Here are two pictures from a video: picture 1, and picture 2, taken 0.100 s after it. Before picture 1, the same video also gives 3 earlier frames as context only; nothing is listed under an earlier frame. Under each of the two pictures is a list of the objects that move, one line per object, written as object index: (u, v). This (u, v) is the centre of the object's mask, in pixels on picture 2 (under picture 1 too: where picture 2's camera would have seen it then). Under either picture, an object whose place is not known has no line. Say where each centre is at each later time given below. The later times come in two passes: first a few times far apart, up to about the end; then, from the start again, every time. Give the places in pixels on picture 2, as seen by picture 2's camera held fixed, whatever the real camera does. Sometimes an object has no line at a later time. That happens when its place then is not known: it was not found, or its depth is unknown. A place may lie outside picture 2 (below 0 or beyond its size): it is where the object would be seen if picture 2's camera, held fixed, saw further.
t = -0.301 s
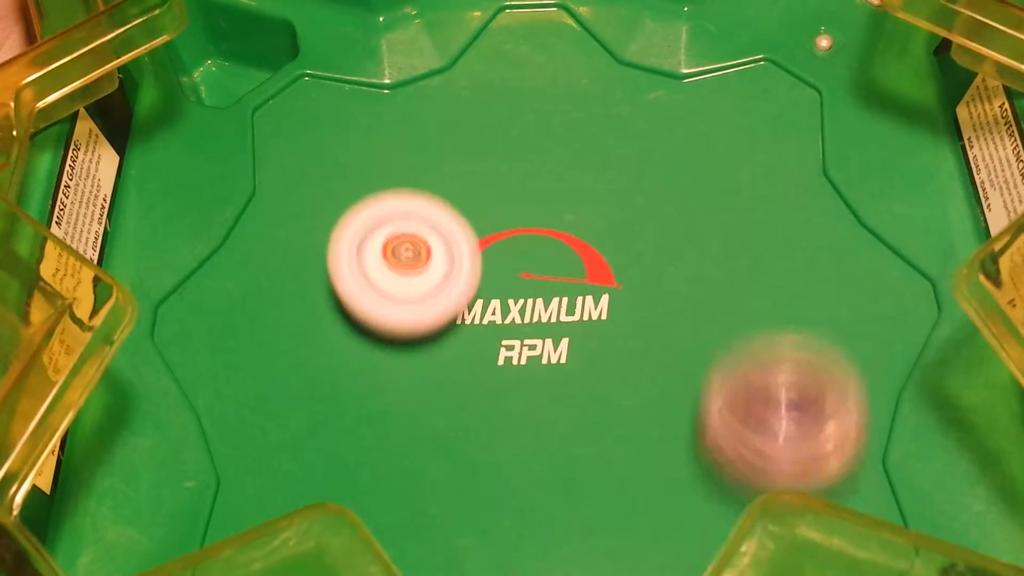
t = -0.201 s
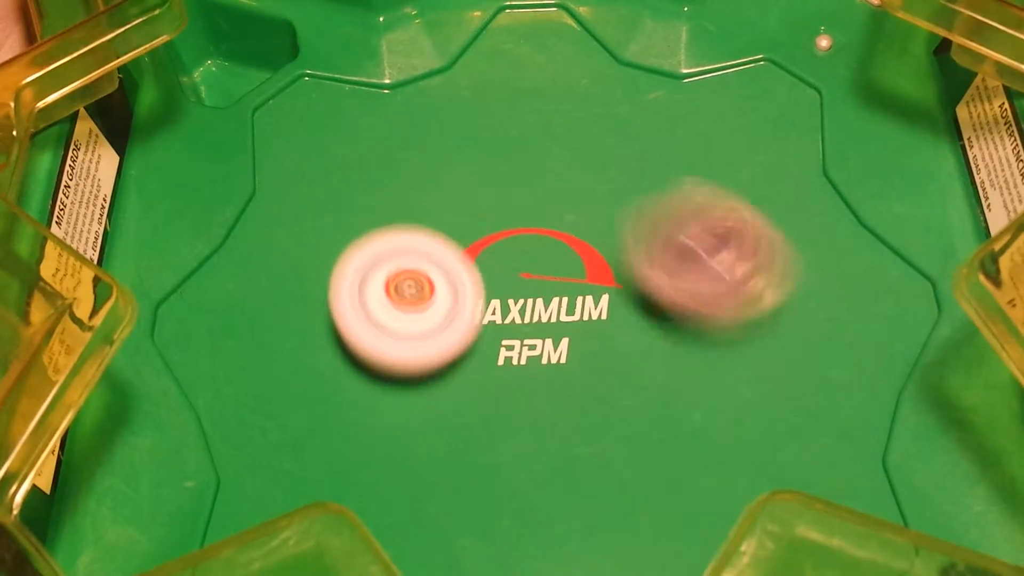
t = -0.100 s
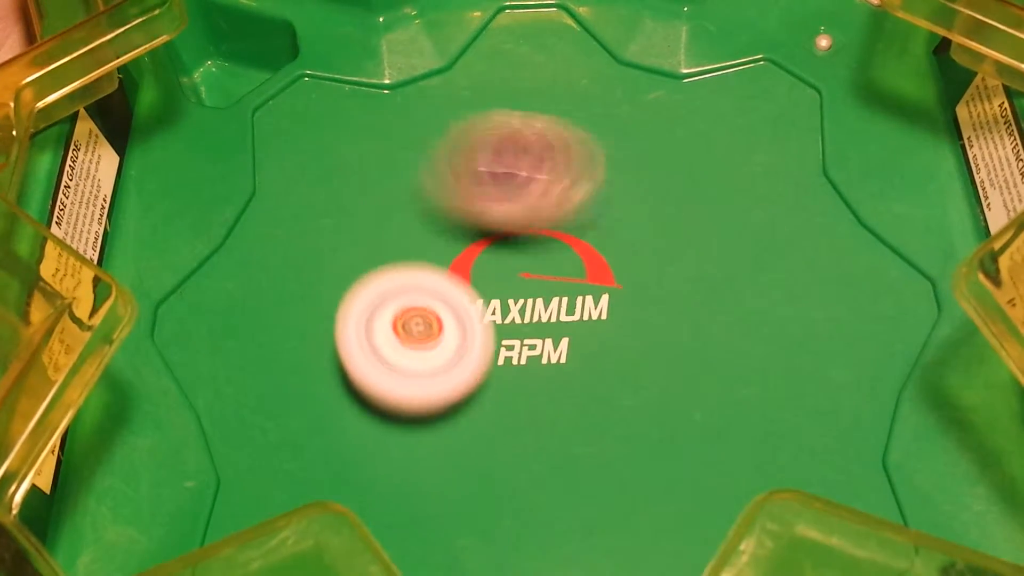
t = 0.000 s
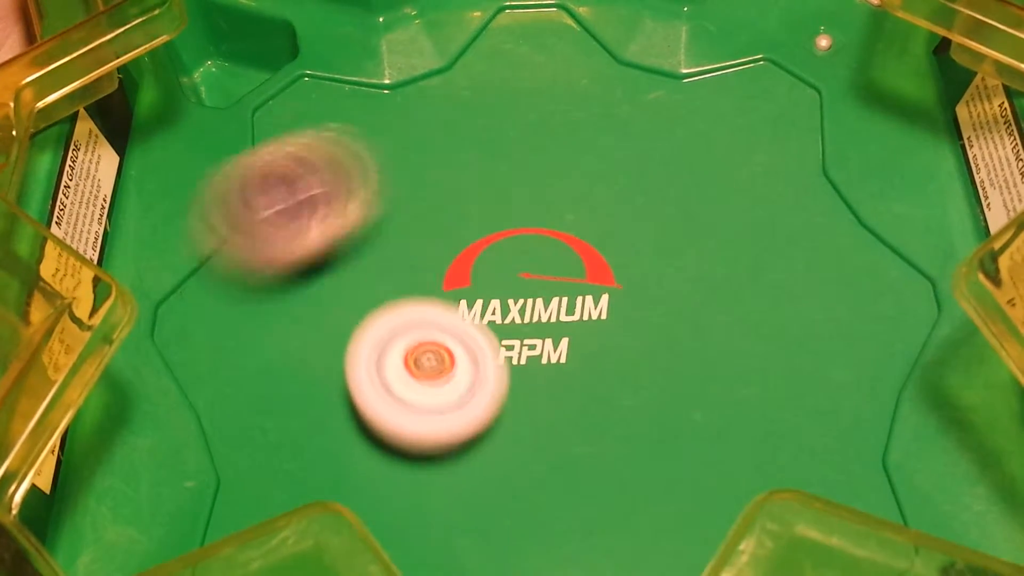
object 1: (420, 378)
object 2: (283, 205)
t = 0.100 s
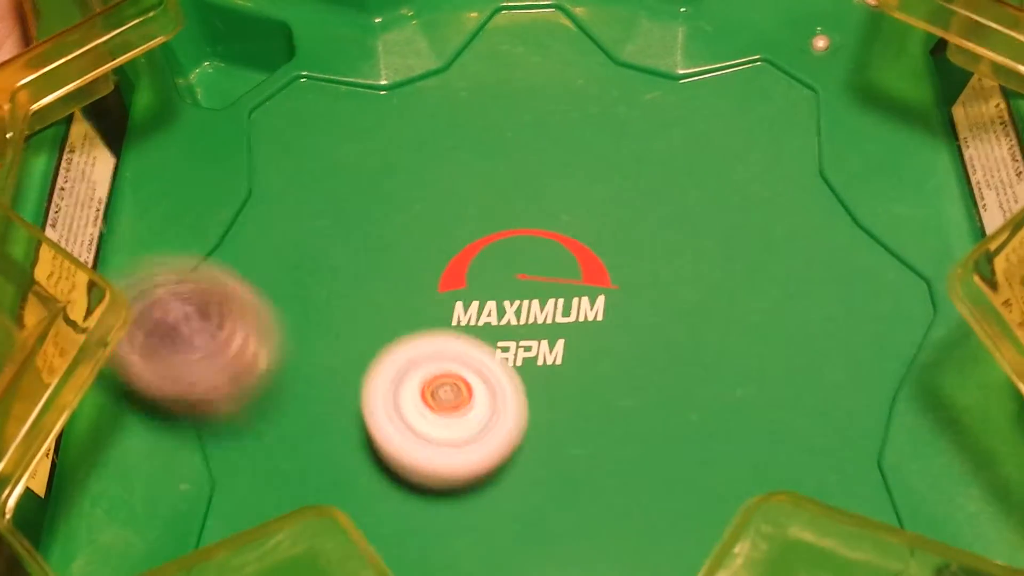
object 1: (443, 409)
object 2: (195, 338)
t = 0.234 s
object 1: (556, 423)
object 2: (252, 487)
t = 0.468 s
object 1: (771, 426)
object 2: (438, 405)
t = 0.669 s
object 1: (853, 429)
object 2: (379, 338)
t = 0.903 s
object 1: (818, 382)
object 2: (385, 331)
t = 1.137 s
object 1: (725, 304)
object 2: (472, 259)
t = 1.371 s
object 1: (636, 235)
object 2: (448, 191)
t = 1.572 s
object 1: (591, 227)
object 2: (325, 309)
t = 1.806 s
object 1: (498, 225)
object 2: (626, 343)
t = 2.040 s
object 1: (422, 256)
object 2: (565, 123)
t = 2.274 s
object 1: (370, 367)
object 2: (374, 214)
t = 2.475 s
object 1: (391, 507)
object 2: (444, 196)
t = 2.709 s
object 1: (482, 538)
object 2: (518, 179)
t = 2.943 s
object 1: (637, 499)
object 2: (601, 214)
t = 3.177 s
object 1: (748, 395)
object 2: (660, 270)
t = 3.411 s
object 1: (831, 356)
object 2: (430, 258)
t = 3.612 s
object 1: (742, 274)
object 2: (420, 470)
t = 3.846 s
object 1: (592, 218)
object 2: (655, 339)
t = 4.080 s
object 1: (386, 151)
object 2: (650, 264)
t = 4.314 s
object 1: (275, 207)
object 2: (530, 336)
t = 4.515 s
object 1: (265, 316)
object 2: (534, 430)
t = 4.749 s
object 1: (385, 438)
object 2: (569, 400)
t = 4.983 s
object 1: (637, 479)
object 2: (507, 296)
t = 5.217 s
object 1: (813, 414)
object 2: (419, 291)
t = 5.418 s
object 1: (832, 336)
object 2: (454, 327)
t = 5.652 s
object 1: (744, 252)
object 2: (573, 316)
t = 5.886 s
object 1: (603, 205)
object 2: (559, 329)
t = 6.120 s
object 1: (384, 226)
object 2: (539, 355)
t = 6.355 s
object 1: (281, 285)
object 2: (525, 352)
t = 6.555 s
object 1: (305, 368)
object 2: (505, 333)
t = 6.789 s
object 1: (460, 438)
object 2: (504, 282)
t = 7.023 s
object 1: (675, 411)
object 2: (509, 235)
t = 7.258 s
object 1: (744, 316)
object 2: (526, 260)
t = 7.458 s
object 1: (691, 241)
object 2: (561, 303)
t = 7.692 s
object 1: (539, 213)
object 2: (614, 346)
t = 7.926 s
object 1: (374, 262)
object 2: (600, 346)
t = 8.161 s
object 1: (348, 361)
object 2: (516, 342)
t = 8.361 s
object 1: (387, 435)
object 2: (517, 332)
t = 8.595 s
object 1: (525, 429)
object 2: (558, 274)
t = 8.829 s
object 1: (651, 329)
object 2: (539, 252)
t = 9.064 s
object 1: (630, 233)
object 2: (509, 298)
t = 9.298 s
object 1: (524, 228)
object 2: (546, 371)
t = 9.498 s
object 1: (442, 295)
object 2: (588, 364)
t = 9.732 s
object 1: (456, 397)
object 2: (567, 314)
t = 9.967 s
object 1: (544, 405)
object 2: (527, 270)
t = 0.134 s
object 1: (448, 418)
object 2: (236, 377)
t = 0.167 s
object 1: (457, 426)
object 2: (277, 422)
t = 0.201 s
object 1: (498, 427)
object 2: (274, 460)
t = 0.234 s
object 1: (556, 423)
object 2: (252, 487)
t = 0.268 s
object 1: (603, 418)
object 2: (242, 516)
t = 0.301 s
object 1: (640, 413)
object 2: (307, 495)
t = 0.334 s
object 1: (673, 414)
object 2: (346, 477)
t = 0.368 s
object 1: (699, 417)
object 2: (377, 460)
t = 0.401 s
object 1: (725, 421)
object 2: (406, 440)
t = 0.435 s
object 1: (748, 424)
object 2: (427, 420)
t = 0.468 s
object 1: (771, 426)
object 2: (438, 405)
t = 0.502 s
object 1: (791, 429)
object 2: (439, 391)
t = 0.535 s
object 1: (809, 430)
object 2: (431, 375)
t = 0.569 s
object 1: (824, 431)
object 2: (417, 362)
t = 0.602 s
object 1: (837, 432)
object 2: (402, 350)
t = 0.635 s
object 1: (846, 431)
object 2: (389, 344)
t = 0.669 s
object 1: (853, 429)
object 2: (379, 338)
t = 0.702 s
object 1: (857, 426)
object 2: (370, 334)
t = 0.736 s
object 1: (856, 421)
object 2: (364, 333)
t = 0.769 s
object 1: (852, 415)
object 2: (362, 333)
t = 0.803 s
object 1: (845, 408)
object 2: (362, 333)
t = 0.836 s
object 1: (838, 400)
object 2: (367, 333)
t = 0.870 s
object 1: (829, 392)
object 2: (374, 331)
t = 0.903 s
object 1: (818, 382)
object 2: (385, 331)
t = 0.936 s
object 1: (807, 372)
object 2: (397, 326)
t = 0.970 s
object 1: (796, 361)
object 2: (413, 318)
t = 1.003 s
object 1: (784, 350)
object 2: (428, 308)
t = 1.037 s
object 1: (770, 339)
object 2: (440, 298)
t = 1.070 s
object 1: (756, 327)
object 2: (452, 285)
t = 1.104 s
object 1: (741, 316)
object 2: (461, 272)
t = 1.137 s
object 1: (725, 304)
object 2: (472, 259)
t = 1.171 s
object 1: (708, 293)
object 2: (478, 245)
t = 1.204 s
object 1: (693, 282)
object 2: (480, 232)
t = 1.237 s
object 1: (675, 271)
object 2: (483, 221)
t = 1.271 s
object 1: (658, 261)
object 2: (481, 214)
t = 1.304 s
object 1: (640, 250)
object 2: (480, 209)
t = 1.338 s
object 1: (625, 241)
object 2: (477, 201)
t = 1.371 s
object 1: (636, 235)
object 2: (448, 191)
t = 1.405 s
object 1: (641, 232)
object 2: (416, 189)
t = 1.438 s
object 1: (639, 232)
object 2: (384, 197)
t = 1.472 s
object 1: (630, 232)
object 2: (354, 215)
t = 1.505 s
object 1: (619, 231)
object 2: (331, 242)
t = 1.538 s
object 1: (605, 230)
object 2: (322, 274)
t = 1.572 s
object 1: (591, 227)
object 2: (325, 309)
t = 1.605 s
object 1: (577, 224)
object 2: (346, 345)
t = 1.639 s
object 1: (564, 223)
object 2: (384, 376)
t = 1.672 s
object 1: (550, 222)
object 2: (429, 395)
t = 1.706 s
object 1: (538, 222)
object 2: (481, 402)
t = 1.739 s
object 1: (524, 222)
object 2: (534, 394)
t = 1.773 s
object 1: (511, 223)
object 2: (586, 376)
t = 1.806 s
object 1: (498, 225)
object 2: (626, 343)
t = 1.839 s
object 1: (485, 227)
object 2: (651, 309)
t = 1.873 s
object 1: (474, 230)
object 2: (665, 268)
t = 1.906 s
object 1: (463, 233)
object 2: (665, 229)
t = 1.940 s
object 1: (453, 238)
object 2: (654, 193)
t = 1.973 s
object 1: (442, 244)
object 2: (631, 161)
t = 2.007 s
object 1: (432, 250)
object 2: (601, 138)
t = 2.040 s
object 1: (422, 256)
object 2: (565, 123)
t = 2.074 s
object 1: (414, 263)
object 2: (523, 123)
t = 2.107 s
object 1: (406, 270)
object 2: (485, 133)
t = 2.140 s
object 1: (397, 284)
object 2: (451, 148)
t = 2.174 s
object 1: (390, 310)
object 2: (417, 159)
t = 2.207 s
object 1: (383, 333)
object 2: (394, 171)
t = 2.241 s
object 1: (377, 351)
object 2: (379, 190)
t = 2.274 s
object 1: (370, 367)
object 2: (374, 214)
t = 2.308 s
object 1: (366, 396)
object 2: (379, 236)
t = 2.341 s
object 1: (367, 435)
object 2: (390, 232)
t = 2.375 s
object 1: (371, 462)
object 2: (405, 222)
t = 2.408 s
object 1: (377, 482)
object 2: (418, 213)
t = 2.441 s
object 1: (383, 496)
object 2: (431, 204)
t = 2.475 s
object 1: (391, 507)
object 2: (444, 196)
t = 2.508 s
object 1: (401, 518)
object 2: (455, 188)
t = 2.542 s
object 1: (412, 528)
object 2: (464, 184)
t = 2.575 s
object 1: (421, 535)
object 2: (475, 179)
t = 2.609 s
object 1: (430, 540)
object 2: (485, 176)
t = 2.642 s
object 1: (445, 542)
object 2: (495, 176)
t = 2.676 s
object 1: (462, 541)
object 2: (506, 176)
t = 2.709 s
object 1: (482, 538)
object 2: (518, 179)
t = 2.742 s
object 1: (504, 535)
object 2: (531, 181)
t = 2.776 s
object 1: (526, 530)
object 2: (544, 187)
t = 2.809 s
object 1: (549, 525)
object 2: (555, 191)
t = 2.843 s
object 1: (572, 520)
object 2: (568, 198)
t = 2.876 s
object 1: (594, 514)
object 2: (579, 203)
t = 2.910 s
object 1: (615, 507)
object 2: (591, 208)
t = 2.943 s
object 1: (637, 499)
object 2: (601, 214)
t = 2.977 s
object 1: (657, 488)
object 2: (613, 222)
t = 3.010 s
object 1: (676, 474)
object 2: (621, 230)
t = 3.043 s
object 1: (694, 460)
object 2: (632, 236)
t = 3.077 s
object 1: (711, 445)
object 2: (641, 246)
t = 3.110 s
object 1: (726, 429)
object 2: (648, 254)
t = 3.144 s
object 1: (738, 413)
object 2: (654, 263)
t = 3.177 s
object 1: (748, 395)
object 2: (660, 270)
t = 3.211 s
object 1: (765, 384)
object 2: (661, 273)
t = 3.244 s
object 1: (800, 388)
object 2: (629, 253)
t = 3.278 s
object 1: (828, 394)
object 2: (594, 239)
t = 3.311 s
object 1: (841, 390)
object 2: (555, 229)
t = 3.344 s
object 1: (844, 383)
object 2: (515, 228)
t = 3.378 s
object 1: (839, 371)
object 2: (469, 238)
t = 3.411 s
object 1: (831, 356)
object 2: (430, 258)
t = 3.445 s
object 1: (821, 342)
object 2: (395, 285)
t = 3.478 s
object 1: (807, 327)
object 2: (369, 319)
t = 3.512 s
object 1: (793, 313)
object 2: (357, 359)
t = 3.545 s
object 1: (777, 300)
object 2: (363, 402)
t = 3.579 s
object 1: (760, 286)
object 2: (385, 439)
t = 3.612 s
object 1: (742, 274)
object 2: (420, 470)
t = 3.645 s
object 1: (723, 263)
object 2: (465, 486)
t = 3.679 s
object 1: (702, 253)
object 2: (514, 487)
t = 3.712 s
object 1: (682, 243)
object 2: (563, 474)
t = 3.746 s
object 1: (661, 235)
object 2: (604, 447)
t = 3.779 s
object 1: (639, 228)
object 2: (633, 413)
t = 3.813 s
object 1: (616, 223)
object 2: (649, 376)
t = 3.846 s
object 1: (592, 218)
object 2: (655, 339)
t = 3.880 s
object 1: (559, 205)
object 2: (662, 309)
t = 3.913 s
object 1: (522, 185)
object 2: (677, 300)
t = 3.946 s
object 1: (486, 167)
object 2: (681, 290)
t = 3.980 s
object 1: (456, 157)
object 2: (679, 279)
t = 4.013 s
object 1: (431, 152)
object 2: (673, 273)
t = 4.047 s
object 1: (408, 150)
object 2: (664, 268)
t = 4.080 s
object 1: (386, 151)
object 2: (650, 264)
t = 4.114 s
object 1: (366, 155)
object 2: (635, 263)
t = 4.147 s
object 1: (347, 159)
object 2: (618, 267)
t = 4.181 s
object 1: (329, 165)
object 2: (600, 274)
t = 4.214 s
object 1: (313, 173)
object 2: (581, 285)
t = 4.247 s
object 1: (298, 182)
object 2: (559, 301)
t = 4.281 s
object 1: (286, 194)
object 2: (542, 318)
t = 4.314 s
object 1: (275, 207)
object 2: (530, 336)
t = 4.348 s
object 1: (267, 223)
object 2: (522, 356)
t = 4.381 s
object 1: (262, 239)
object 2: (517, 377)
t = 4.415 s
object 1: (259, 257)
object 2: (518, 393)
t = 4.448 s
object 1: (258, 276)
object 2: (521, 407)
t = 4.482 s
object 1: (260, 296)
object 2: (527, 421)
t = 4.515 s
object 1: (265, 316)
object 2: (534, 430)
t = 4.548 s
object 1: (273, 336)
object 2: (541, 434)
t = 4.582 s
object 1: (284, 356)
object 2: (548, 432)
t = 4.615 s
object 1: (298, 375)
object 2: (555, 432)
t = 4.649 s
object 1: (315, 393)
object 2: (560, 427)
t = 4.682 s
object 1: (335, 410)
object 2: (565, 420)
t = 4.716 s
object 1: (358, 425)
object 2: (568, 411)
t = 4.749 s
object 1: (385, 438)
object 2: (569, 400)
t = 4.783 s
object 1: (416, 449)
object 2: (567, 389)
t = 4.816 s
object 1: (449, 461)
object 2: (562, 376)
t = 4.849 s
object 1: (485, 471)
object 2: (558, 358)
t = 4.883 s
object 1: (522, 478)
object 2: (550, 342)
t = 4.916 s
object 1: (559, 483)
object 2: (539, 327)
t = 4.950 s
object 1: (599, 482)
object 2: (524, 310)
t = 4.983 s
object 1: (637, 479)
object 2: (507, 296)
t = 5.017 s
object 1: (672, 473)
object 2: (489, 285)
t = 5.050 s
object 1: (704, 462)
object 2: (470, 281)
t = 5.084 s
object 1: (734, 452)
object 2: (454, 277)
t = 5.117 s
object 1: (762, 442)
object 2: (442, 277)
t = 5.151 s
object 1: (785, 434)
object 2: (432, 280)
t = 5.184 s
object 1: (802, 425)
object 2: (425, 286)
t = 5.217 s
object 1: (813, 414)
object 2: (419, 291)
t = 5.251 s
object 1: (821, 403)
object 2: (419, 296)
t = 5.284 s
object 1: (827, 391)
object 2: (421, 303)
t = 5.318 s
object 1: (832, 378)
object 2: (426, 310)
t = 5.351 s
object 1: (834, 364)
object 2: (433, 315)
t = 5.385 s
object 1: (834, 349)
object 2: (443, 321)
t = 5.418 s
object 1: (832, 336)
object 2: (454, 327)
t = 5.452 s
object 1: (826, 321)
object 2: (470, 330)
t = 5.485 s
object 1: (818, 308)
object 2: (489, 332)
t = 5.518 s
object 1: (807, 295)
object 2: (505, 333)
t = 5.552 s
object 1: (795, 283)
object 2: (520, 332)
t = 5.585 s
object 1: (779, 271)
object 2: (540, 329)
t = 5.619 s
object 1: (762, 261)
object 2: (556, 324)
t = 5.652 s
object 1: (744, 252)
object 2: (573, 316)
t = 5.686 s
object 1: (726, 245)
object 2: (586, 306)
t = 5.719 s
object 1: (712, 232)
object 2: (586, 304)
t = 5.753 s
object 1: (698, 218)
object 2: (580, 306)
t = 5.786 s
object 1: (679, 212)
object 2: (572, 310)
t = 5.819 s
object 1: (657, 208)
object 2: (567, 313)
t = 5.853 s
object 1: (630, 206)
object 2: (562, 320)
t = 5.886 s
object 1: (603, 205)
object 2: (559, 329)
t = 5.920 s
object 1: (574, 205)
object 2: (554, 335)
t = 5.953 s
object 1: (542, 206)
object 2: (549, 341)
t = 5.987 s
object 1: (509, 209)
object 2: (546, 344)
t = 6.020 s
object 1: (475, 213)
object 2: (544, 347)
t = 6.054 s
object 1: (442, 217)
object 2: (543, 352)
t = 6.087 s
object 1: (411, 221)
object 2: (540, 354)
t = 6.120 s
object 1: (384, 226)
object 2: (539, 355)
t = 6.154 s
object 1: (359, 231)
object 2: (539, 357)
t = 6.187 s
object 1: (336, 238)
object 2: (535, 359)
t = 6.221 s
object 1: (319, 247)
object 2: (534, 358)
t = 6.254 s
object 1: (307, 255)
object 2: (533, 356)
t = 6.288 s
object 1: (296, 263)
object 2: (532, 356)
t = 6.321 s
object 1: (287, 273)
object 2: (527, 354)
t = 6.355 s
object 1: (281, 285)
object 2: (525, 352)
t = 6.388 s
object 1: (277, 298)
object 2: (523, 350)
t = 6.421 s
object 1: (276, 312)
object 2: (520, 348)
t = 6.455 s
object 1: (279, 326)
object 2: (516, 342)
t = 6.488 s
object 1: (285, 339)
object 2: (513, 337)
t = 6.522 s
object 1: (294, 354)
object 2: (510, 335)
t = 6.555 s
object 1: (305, 368)
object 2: (505, 333)
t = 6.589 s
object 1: (319, 381)
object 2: (501, 329)
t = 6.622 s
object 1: (335, 391)
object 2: (497, 331)
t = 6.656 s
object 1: (355, 400)
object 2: (491, 328)
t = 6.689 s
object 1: (378, 410)
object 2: (492, 319)
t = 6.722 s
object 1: (402, 423)
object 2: (498, 306)
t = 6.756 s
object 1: (430, 432)
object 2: (502, 293)
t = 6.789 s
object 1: (460, 438)
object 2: (504, 282)
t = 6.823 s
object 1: (492, 442)
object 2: (506, 268)
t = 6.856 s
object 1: (526, 443)
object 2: (508, 259)
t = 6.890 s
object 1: (560, 441)
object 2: (510, 249)
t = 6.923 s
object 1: (592, 437)
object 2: (509, 243)
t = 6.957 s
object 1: (623, 431)
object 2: (509, 238)
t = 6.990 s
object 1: (650, 422)
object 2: (510, 235)
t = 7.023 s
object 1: (675, 411)
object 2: (509, 235)
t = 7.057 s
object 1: (696, 399)
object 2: (510, 235)
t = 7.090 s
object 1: (713, 385)
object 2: (511, 236)
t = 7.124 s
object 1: (726, 371)
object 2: (515, 237)
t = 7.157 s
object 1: (734, 359)
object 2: (520, 241)
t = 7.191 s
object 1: (740, 346)
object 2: (523, 243)
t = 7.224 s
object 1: (743, 330)
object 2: (523, 250)
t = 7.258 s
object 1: (744, 316)
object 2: (526, 260)
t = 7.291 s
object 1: (741, 303)
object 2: (535, 267)
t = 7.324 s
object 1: (734, 287)
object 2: (542, 275)
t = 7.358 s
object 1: (727, 275)
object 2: (549, 281)
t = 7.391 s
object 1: (716, 263)
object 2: (555, 289)
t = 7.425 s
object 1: (704, 251)
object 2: (557, 298)
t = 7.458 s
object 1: (691, 241)
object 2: (561, 303)
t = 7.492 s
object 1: (677, 230)
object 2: (570, 312)
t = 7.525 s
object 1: (658, 222)
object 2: (579, 325)
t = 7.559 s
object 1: (637, 215)
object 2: (590, 333)
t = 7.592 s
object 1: (615, 210)
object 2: (598, 338)
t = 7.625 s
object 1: (589, 211)
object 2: (604, 344)
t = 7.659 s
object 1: (565, 211)
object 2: (610, 342)
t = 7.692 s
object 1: (539, 213)
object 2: (614, 346)
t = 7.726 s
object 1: (510, 216)
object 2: (615, 350)
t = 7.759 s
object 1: (480, 220)
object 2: (617, 350)
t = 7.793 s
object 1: (454, 226)
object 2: (619, 348)
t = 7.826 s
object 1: (429, 232)
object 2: (618, 349)
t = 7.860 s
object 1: (408, 241)
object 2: (613, 349)
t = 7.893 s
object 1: (390, 251)
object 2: (606, 347)
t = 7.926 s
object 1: (374, 262)
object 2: (600, 346)
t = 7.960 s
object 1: (362, 274)
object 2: (592, 345)
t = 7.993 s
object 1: (352, 287)
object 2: (582, 345)
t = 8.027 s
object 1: (347, 300)
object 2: (572, 343)
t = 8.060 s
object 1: (344, 316)
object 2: (558, 340)
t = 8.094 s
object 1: (342, 331)
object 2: (546, 338)
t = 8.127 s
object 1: (343, 346)
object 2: (530, 340)
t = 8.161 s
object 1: (348, 361)
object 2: (516, 342)
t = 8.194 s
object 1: (355, 374)
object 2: (503, 342)
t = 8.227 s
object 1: (358, 390)
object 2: (501, 345)
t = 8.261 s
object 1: (361, 400)
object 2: (500, 345)
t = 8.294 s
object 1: (372, 410)
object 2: (502, 343)
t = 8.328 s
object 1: (381, 422)
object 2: (505, 340)
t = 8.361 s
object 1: (387, 435)
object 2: (517, 332)
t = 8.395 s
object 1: (399, 443)
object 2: (527, 325)
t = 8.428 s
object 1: (416, 445)
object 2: (533, 319)
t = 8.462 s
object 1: (435, 446)
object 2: (539, 310)
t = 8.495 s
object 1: (456, 445)
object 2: (548, 301)
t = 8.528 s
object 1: (479, 442)
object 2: (553, 292)
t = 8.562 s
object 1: (502, 436)
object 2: (553, 281)
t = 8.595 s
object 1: (525, 429)
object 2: (558, 274)
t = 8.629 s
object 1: (550, 419)
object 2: (559, 268)
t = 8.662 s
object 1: (573, 407)
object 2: (561, 265)
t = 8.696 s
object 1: (593, 392)
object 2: (560, 260)
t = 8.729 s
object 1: (610, 376)
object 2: (559, 255)
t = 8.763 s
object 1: (627, 362)
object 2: (554, 252)
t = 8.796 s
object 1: (641, 346)
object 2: (547, 252)
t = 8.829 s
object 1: (651, 329)
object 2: (539, 252)
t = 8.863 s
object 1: (656, 313)
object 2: (533, 253)
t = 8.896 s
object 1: (658, 298)
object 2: (528, 256)
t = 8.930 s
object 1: (657, 282)
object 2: (523, 264)
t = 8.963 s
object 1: (654, 268)
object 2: (519, 270)
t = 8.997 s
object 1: (648, 254)
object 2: (513, 278)
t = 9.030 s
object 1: (641, 243)
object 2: (511, 288)
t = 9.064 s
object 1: (630, 233)
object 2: (509, 298)
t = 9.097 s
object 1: (619, 225)
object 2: (511, 310)
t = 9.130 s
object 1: (606, 221)
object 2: (511, 321)
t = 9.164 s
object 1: (590, 218)
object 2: (515, 334)
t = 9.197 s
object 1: (575, 217)
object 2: (520, 344)
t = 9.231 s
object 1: (556, 217)
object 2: (528, 356)
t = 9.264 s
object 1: (540, 223)
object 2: (537, 365)
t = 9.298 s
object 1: (524, 228)
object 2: (546, 371)
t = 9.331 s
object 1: (508, 235)
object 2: (557, 372)
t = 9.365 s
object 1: (491, 244)
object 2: (565, 376)
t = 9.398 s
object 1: (478, 255)
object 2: (571, 375)
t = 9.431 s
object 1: (463, 268)
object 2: (578, 373)
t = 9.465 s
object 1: (452, 281)
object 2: (586, 368)
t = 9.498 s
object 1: (442, 295)
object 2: (588, 364)
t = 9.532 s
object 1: (437, 311)
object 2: (588, 360)
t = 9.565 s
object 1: (434, 326)
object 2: (590, 354)
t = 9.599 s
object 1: (434, 344)
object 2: (590, 347)
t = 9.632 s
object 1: (436, 360)
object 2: (587, 340)
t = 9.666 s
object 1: (443, 374)
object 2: (582, 333)
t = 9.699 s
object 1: (450, 385)
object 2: (575, 324)
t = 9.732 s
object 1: (456, 397)
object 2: (567, 314)
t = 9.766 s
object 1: (464, 405)
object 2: (565, 306)
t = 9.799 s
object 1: (475, 412)
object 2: (560, 300)
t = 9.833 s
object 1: (487, 414)
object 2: (559, 295)
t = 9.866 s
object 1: (501, 413)
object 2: (550, 287)
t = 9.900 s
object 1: (517, 413)
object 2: (542, 281)
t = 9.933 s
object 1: (530, 409)
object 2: (536, 278)
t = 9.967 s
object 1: (544, 405)
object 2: (527, 270)
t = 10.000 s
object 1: (556, 398)
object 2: (520, 263)
